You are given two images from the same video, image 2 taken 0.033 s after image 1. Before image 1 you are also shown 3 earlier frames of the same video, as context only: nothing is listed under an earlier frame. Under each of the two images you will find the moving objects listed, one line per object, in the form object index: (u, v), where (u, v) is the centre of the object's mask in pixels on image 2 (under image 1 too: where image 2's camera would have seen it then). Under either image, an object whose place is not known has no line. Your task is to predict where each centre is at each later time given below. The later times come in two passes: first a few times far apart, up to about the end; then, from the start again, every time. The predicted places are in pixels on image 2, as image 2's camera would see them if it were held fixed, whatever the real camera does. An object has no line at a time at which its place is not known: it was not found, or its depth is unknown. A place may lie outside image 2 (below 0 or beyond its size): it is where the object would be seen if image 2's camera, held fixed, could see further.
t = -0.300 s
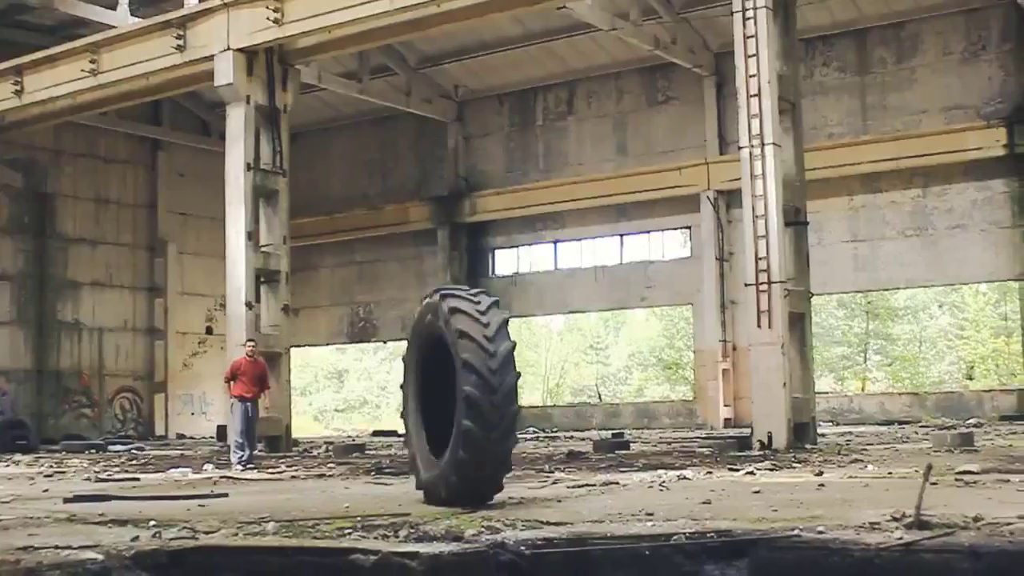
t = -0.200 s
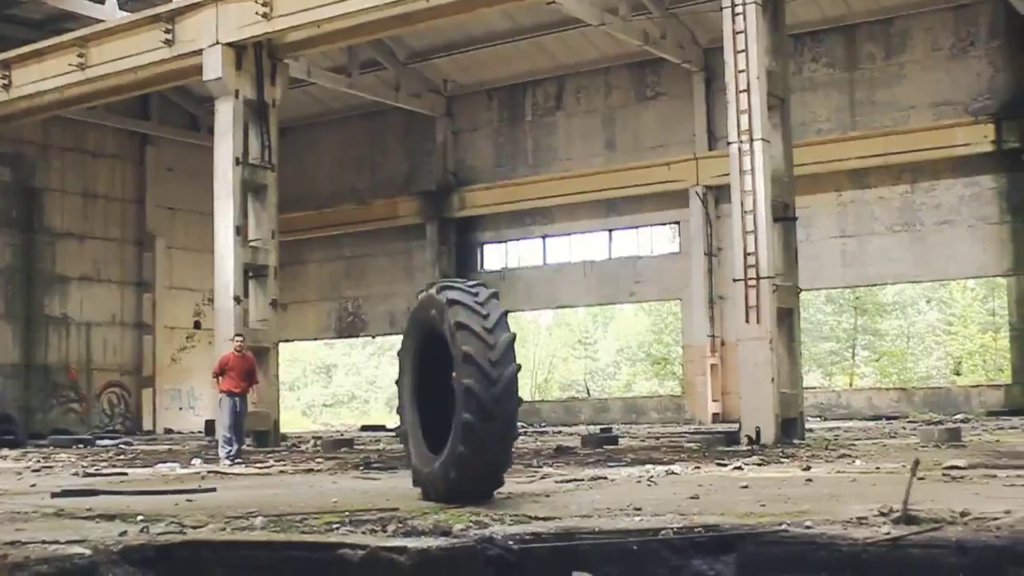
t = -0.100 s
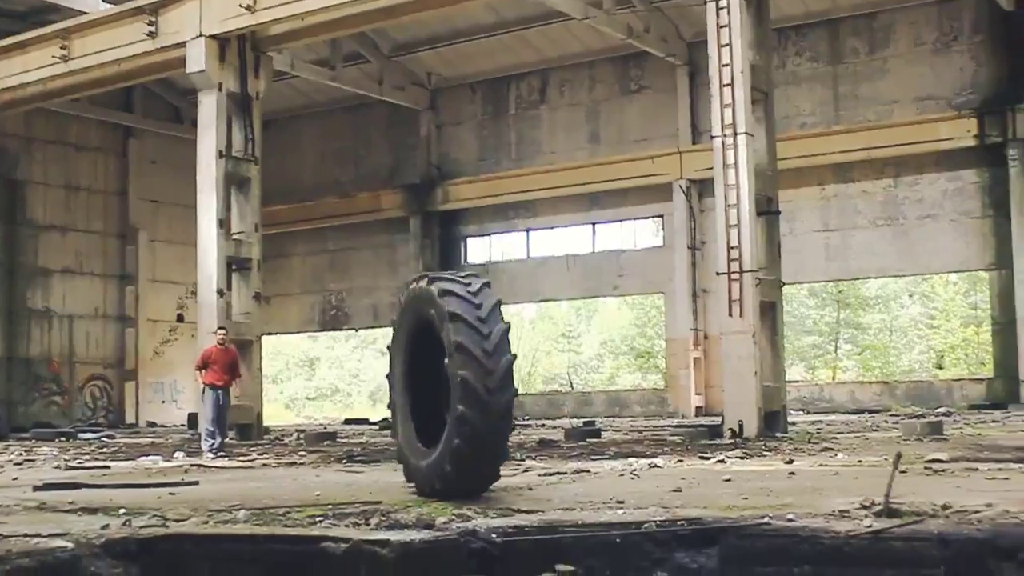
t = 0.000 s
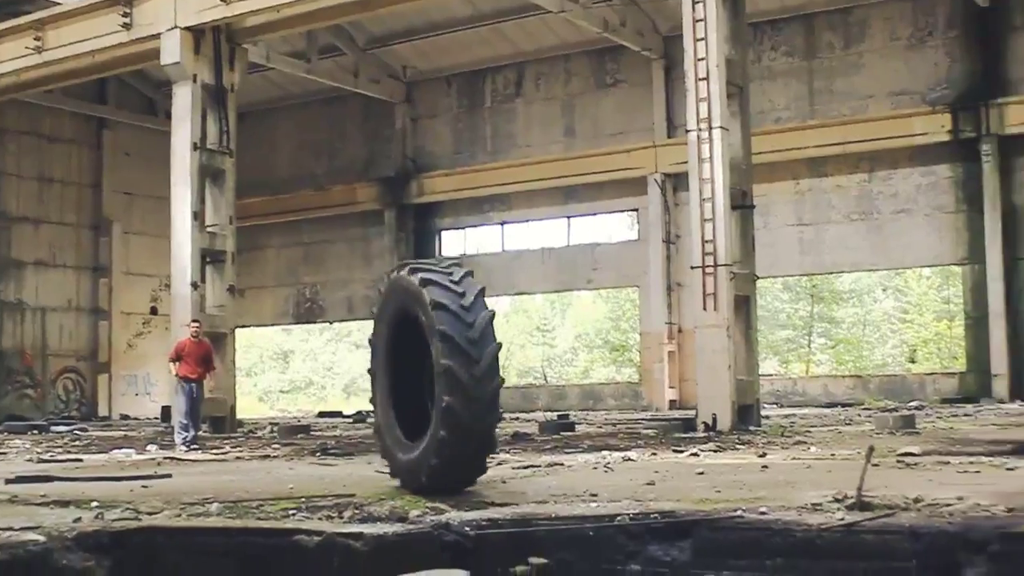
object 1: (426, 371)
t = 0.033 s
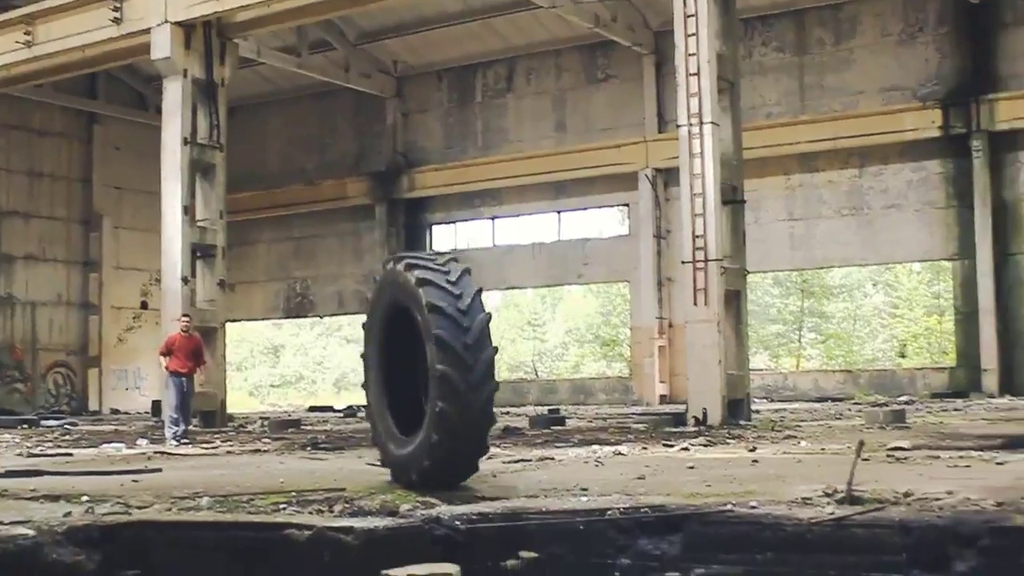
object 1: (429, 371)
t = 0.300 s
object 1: (455, 376)
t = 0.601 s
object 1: (474, 366)
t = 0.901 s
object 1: (491, 360)
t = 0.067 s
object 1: (432, 370)
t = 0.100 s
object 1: (435, 370)
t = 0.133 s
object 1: (438, 372)
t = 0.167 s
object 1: (442, 372)
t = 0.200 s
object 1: (446, 373)
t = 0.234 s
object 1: (448, 374)
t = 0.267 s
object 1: (452, 375)
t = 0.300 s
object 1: (455, 376)
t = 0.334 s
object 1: (458, 376)
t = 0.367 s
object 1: (460, 377)
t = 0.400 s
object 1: (462, 377)
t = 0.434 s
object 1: (465, 376)
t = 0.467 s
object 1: (466, 375)
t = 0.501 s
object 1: (469, 374)
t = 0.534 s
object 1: (472, 371)
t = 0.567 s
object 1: (473, 368)
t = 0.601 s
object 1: (474, 366)
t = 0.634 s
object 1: (477, 364)
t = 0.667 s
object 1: (477, 362)
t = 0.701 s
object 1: (479, 361)
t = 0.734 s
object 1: (481, 361)
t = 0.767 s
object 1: (482, 360)
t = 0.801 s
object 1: (483, 360)
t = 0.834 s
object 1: (484, 359)
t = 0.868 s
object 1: (485, 360)
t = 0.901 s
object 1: (491, 360)
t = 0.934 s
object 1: (491, 362)
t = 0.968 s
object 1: (493, 362)
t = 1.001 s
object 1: (497, 364)
